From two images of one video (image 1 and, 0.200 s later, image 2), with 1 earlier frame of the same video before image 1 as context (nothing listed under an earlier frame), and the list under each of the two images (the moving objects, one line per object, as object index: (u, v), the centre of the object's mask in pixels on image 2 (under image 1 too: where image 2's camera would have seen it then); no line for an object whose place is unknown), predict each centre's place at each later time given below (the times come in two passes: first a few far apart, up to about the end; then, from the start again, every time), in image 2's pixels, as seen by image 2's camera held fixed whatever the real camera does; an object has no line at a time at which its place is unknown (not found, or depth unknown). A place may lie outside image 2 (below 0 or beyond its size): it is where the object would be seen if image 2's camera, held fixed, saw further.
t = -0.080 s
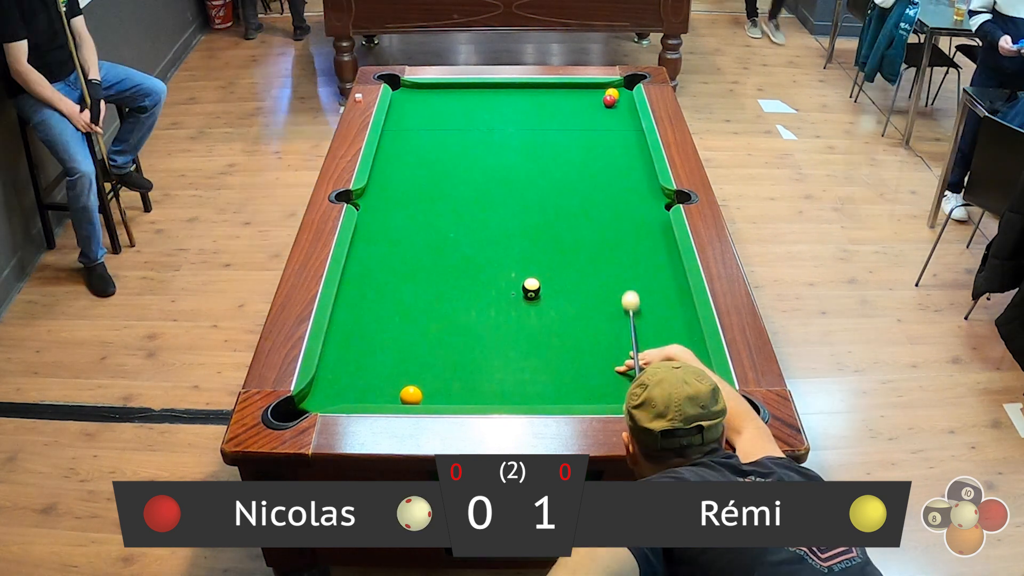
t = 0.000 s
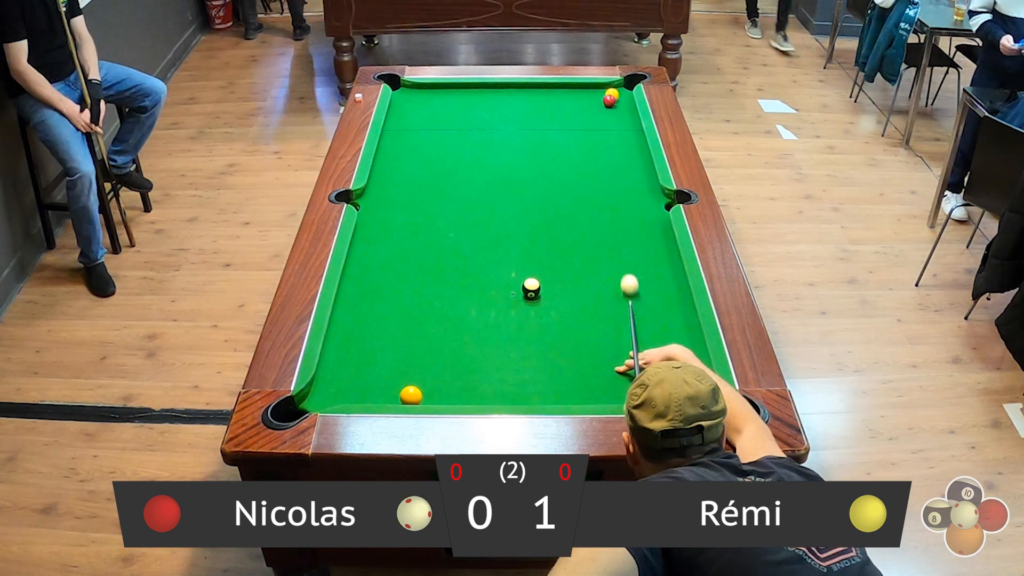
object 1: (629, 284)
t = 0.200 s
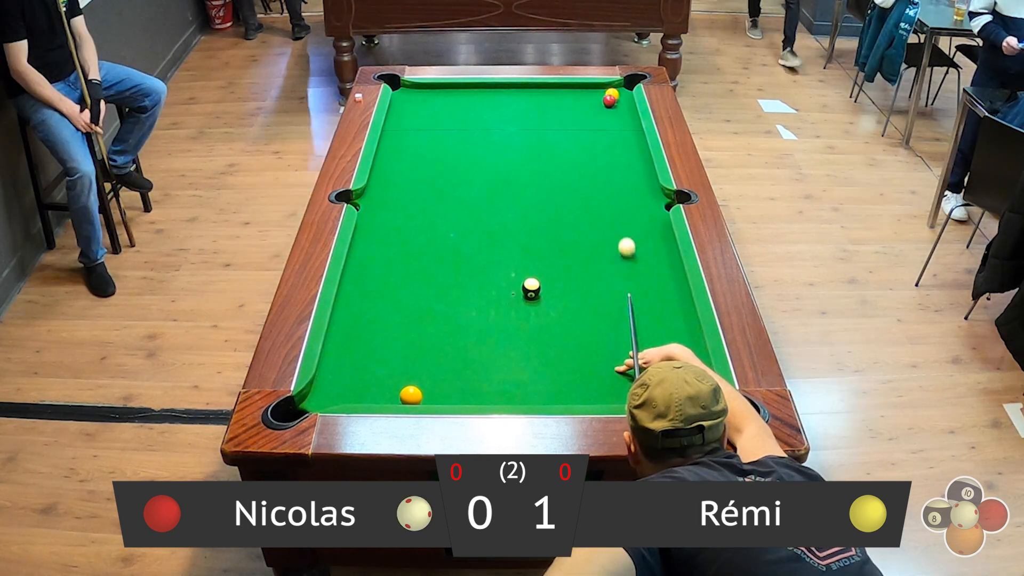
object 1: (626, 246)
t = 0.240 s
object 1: (626, 239)
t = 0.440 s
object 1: (624, 208)
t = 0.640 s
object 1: (622, 181)
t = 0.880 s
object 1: (619, 152)
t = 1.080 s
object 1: (617, 132)
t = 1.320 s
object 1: (615, 110)
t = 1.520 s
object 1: (623, 103)
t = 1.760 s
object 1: (623, 99)
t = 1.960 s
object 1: (616, 97)
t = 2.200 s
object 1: (609, 94)
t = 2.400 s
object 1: (604, 92)
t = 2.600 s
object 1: (599, 91)
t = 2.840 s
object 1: (595, 90)
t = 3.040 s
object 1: (593, 89)
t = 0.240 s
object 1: (626, 239)
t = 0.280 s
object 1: (626, 233)
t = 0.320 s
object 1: (625, 226)
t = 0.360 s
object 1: (625, 220)
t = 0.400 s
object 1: (624, 214)
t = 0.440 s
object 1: (624, 208)
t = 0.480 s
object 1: (623, 202)
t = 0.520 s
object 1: (623, 197)
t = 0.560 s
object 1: (622, 191)
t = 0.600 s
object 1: (622, 186)
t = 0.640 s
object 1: (622, 181)
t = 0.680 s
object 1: (621, 176)
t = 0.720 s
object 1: (621, 171)
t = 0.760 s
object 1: (620, 166)
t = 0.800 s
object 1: (620, 161)
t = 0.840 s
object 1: (620, 157)
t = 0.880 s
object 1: (619, 152)
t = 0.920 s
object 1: (619, 148)
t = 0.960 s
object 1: (619, 144)
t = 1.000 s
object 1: (618, 140)
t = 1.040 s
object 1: (618, 136)
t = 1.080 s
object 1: (617, 132)
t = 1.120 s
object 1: (617, 128)
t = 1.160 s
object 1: (617, 124)
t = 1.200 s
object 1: (616, 121)
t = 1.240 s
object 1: (616, 117)
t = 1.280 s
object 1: (616, 114)
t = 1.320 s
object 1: (615, 110)
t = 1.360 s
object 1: (615, 107)
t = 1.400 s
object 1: (616, 105)
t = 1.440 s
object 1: (619, 105)
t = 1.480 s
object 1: (621, 104)
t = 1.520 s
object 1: (623, 103)
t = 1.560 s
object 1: (626, 102)
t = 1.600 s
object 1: (628, 101)
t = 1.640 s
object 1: (628, 100)
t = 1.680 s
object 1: (626, 100)
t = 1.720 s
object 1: (625, 99)
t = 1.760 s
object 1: (623, 99)
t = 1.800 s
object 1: (622, 98)
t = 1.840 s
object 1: (620, 98)
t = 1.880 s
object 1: (619, 98)
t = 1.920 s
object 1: (618, 97)
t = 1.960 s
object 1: (616, 97)
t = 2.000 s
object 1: (615, 96)
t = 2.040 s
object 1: (614, 95)
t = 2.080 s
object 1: (613, 95)
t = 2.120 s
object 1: (612, 95)
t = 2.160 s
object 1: (610, 94)
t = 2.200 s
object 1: (609, 94)
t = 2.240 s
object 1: (608, 94)
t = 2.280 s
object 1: (607, 93)
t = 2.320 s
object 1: (606, 93)
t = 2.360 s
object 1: (605, 93)
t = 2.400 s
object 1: (604, 92)
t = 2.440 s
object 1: (603, 92)
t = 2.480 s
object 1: (602, 92)
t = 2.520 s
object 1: (601, 91)
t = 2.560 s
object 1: (600, 91)
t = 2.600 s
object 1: (599, 91)
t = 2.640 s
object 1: (599, 91)
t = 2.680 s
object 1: (598, 91)
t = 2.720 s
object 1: (597, 91)
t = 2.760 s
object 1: (597, 90)
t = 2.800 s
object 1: (596, 90)
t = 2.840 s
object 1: (595, 90)
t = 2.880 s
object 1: (595, 90)
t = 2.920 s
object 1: (594, 90)
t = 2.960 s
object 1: (594, 89)
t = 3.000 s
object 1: (593, 89)
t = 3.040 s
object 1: (593, 89)
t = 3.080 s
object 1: (592, 89)
